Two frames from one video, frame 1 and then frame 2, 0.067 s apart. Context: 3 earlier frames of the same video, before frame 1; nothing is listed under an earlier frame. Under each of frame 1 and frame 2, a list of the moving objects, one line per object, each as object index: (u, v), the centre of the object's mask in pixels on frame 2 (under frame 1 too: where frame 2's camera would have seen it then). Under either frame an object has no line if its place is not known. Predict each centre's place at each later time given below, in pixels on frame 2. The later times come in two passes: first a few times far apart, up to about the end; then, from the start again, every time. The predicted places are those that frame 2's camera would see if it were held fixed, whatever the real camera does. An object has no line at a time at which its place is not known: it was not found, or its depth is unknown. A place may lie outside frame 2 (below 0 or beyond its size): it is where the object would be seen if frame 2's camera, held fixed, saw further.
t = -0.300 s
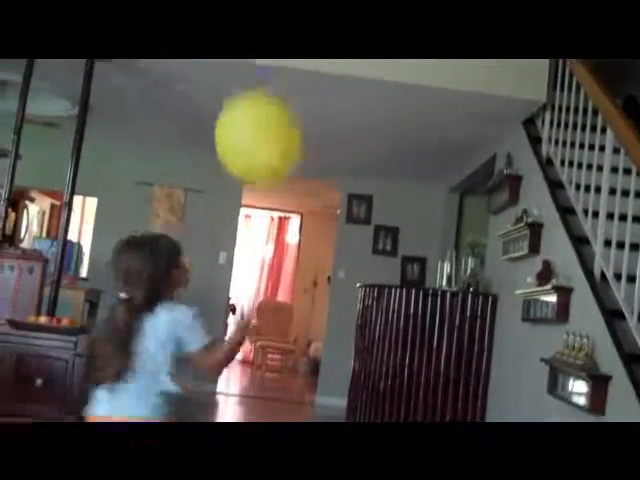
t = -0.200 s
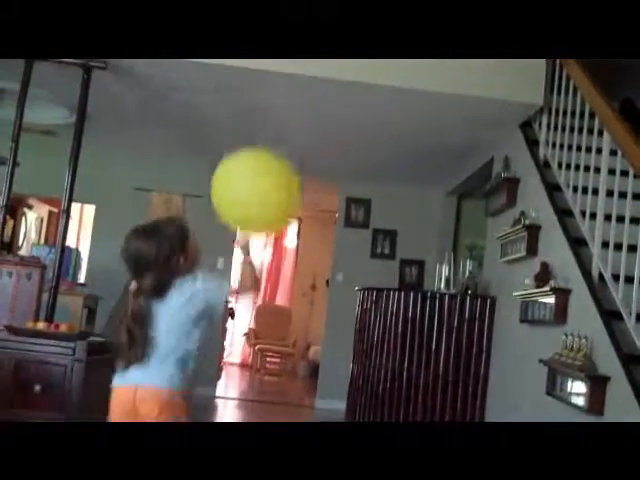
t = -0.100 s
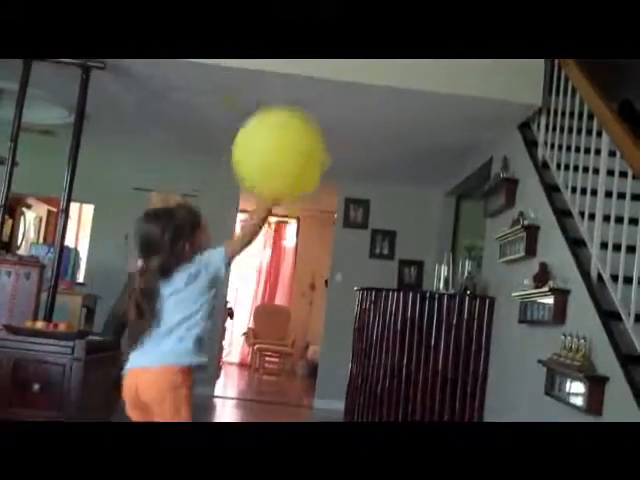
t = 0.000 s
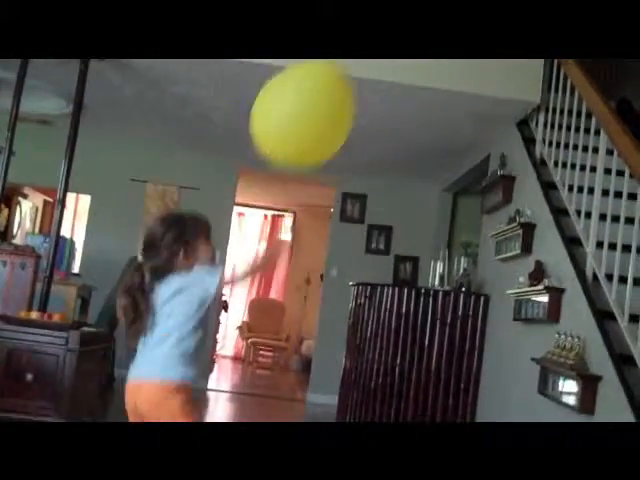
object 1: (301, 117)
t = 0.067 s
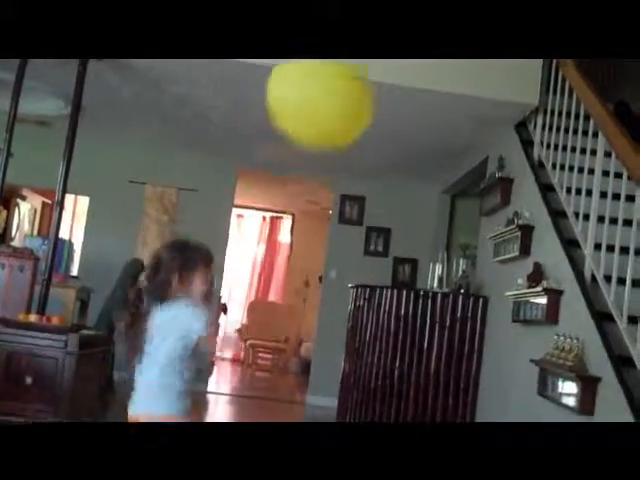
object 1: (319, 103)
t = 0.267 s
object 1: (371, 87)
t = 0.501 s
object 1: (418, 126)
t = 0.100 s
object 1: (330, 100)
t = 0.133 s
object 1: (338, 97)
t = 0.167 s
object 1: (346, 90)
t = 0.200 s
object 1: (357, 85)
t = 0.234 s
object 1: (364, 85)
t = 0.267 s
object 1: (371, 87)
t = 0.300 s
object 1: (377, 87)
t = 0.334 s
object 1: (385, 88)
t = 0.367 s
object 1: (393, 91)
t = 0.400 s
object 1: (399, 94)
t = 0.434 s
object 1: (407, 101)
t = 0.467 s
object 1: (413, 113)
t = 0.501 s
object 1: (418, 126)
